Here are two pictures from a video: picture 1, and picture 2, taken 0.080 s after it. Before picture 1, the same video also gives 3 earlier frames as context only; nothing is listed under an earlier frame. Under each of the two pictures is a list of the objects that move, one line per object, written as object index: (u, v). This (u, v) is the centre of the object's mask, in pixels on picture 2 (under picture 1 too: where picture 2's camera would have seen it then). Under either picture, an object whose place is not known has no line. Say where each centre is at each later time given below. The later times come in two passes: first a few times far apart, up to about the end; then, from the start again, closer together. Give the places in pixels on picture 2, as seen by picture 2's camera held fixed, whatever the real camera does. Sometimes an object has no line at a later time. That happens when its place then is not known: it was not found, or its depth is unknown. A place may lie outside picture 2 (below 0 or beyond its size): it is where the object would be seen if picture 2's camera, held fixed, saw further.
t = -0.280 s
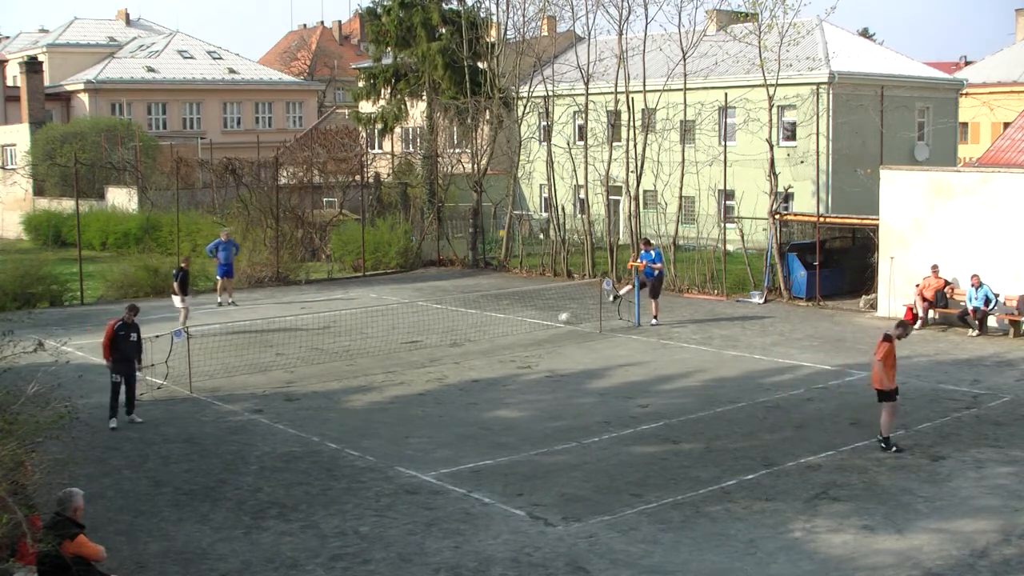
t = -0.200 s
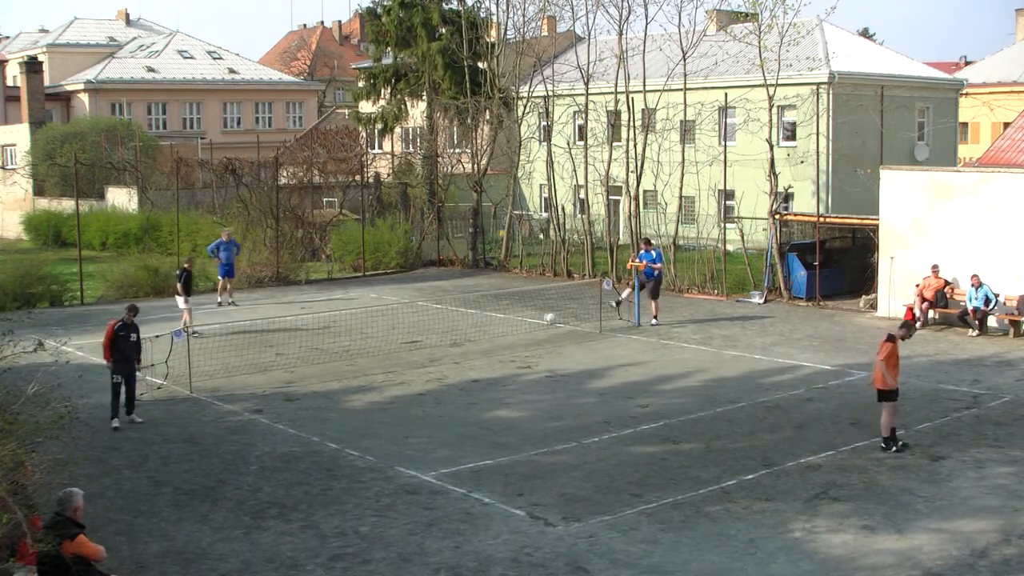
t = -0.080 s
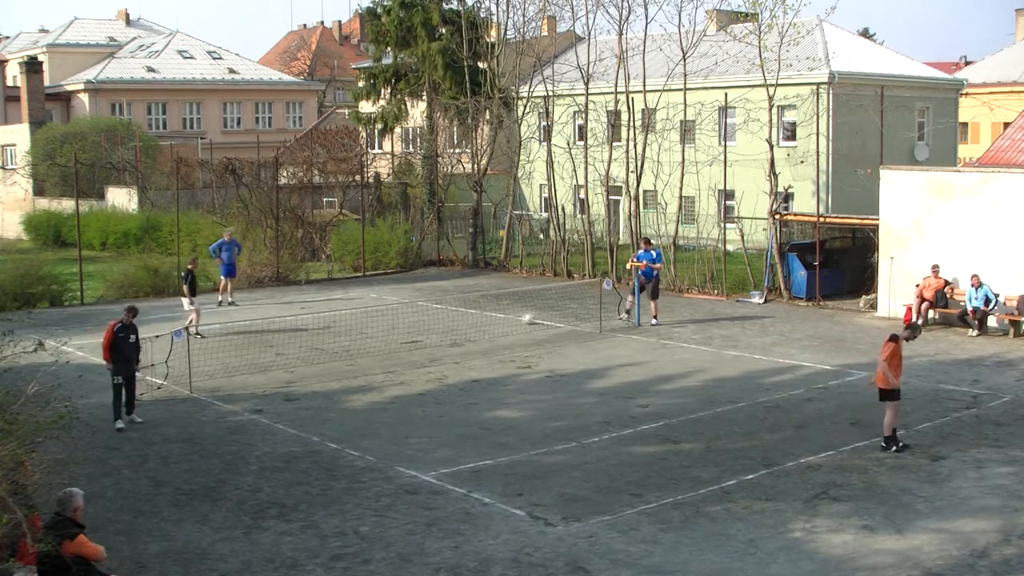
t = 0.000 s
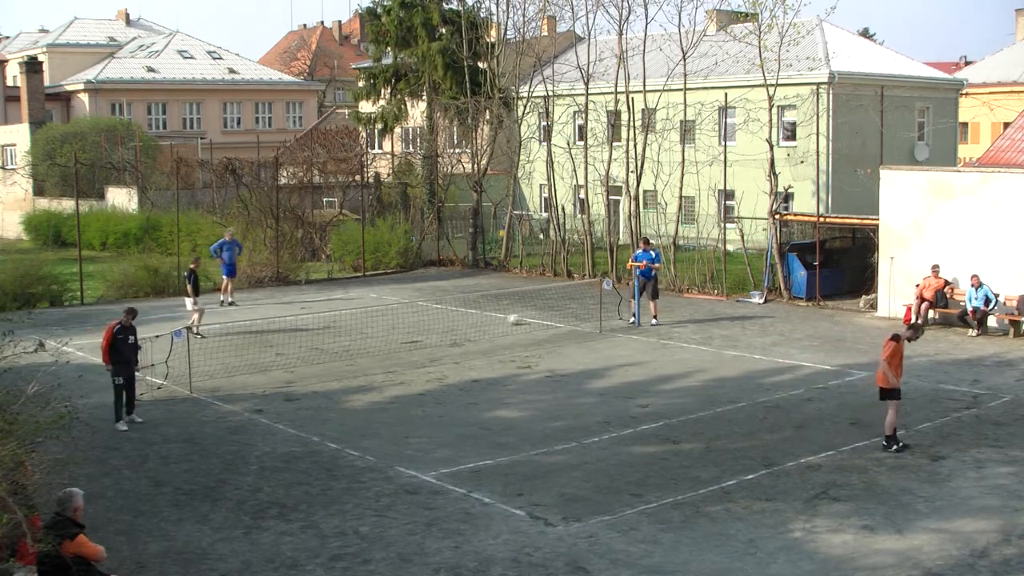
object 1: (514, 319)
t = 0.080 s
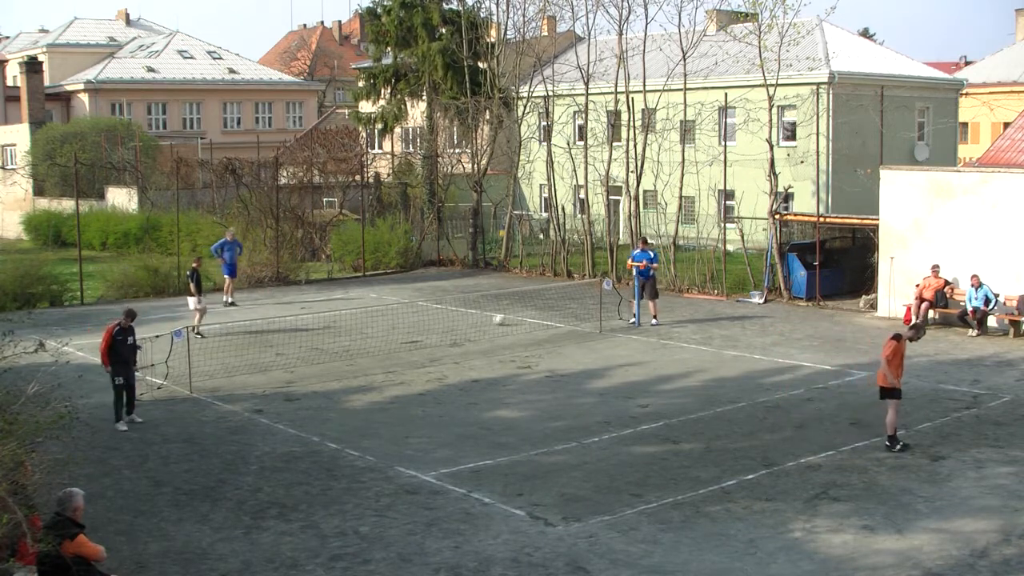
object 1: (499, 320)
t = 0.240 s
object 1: (471, 321)
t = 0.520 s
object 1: (421, 322)
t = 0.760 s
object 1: (381, 324)
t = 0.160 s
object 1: (484, 320)
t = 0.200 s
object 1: (478, 320)
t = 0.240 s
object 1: (471, 321)
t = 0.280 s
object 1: (463, 321)
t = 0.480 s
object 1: (428, 322)
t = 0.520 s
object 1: (421, 322)
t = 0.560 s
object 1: (415, 323)
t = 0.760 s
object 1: (381, 324)
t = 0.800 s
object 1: (374, 324)
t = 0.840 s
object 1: (367, 325)
